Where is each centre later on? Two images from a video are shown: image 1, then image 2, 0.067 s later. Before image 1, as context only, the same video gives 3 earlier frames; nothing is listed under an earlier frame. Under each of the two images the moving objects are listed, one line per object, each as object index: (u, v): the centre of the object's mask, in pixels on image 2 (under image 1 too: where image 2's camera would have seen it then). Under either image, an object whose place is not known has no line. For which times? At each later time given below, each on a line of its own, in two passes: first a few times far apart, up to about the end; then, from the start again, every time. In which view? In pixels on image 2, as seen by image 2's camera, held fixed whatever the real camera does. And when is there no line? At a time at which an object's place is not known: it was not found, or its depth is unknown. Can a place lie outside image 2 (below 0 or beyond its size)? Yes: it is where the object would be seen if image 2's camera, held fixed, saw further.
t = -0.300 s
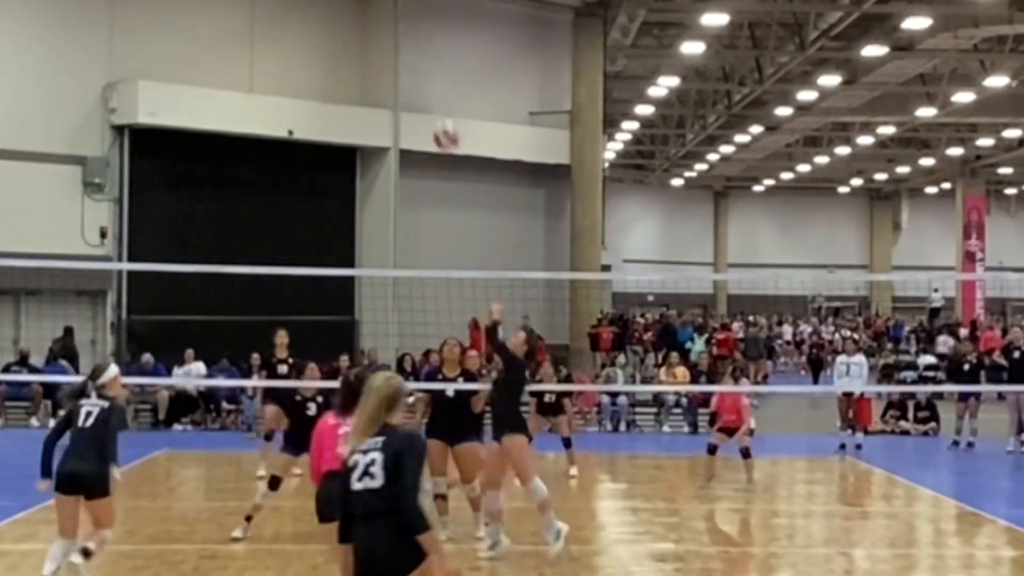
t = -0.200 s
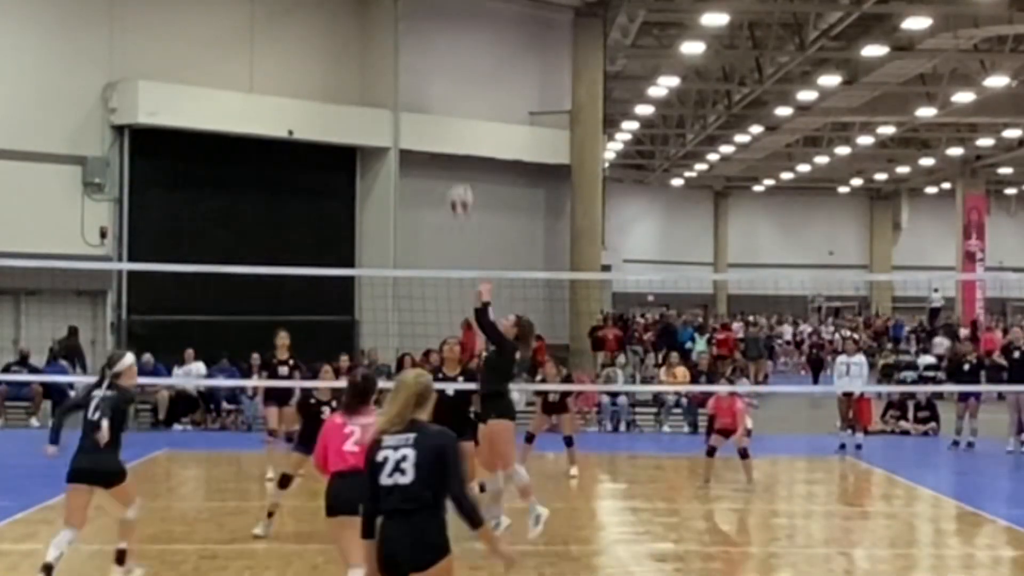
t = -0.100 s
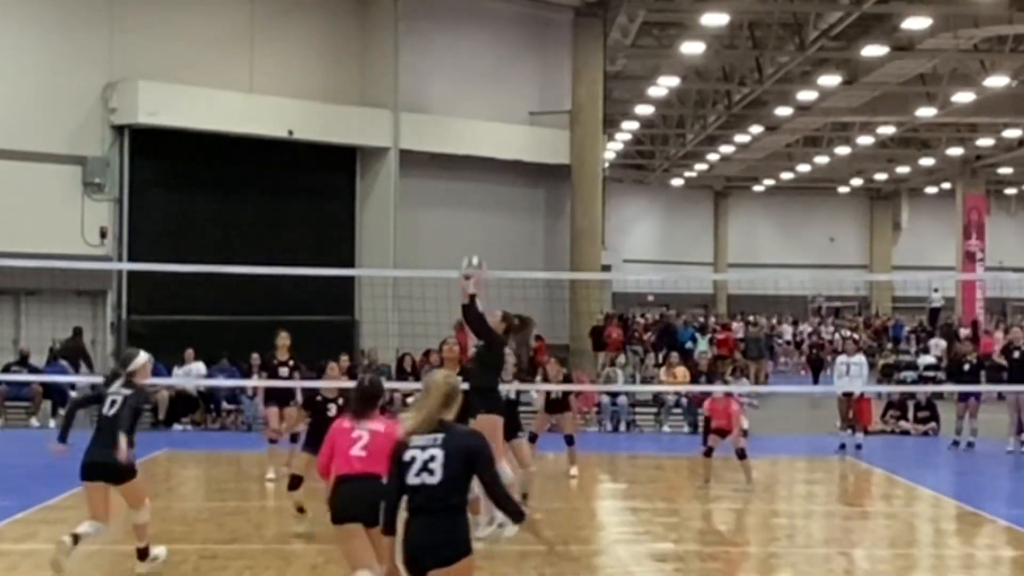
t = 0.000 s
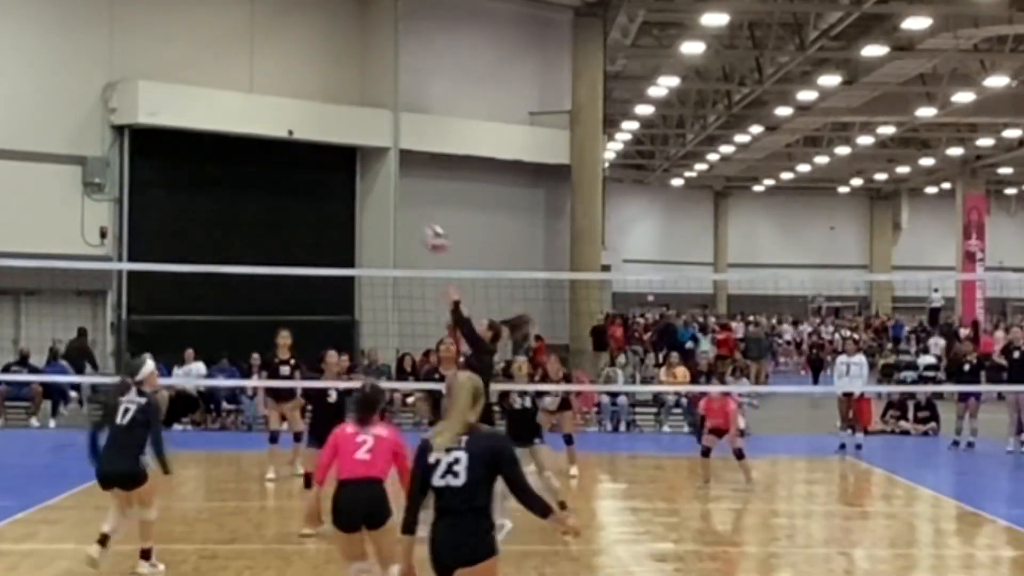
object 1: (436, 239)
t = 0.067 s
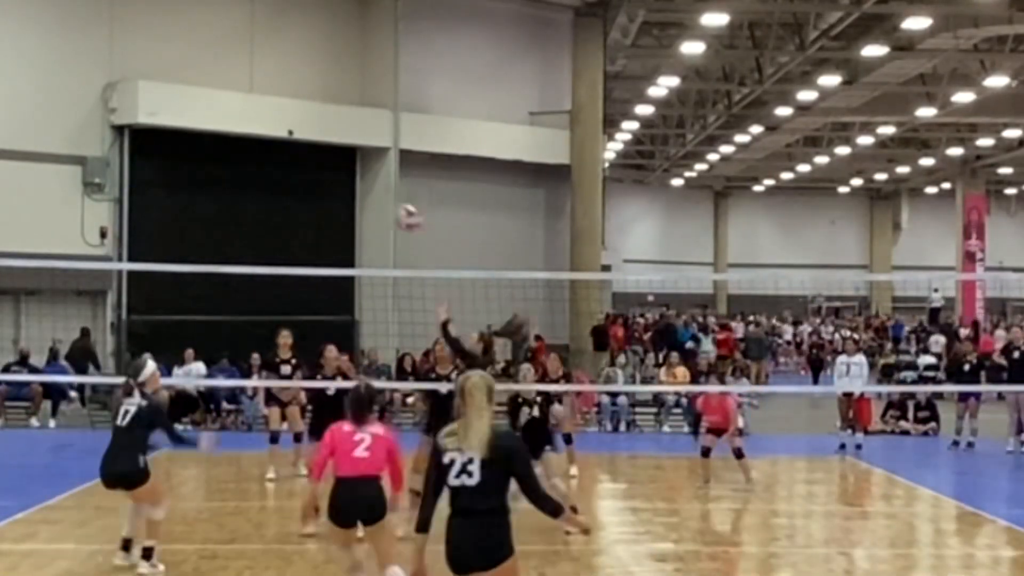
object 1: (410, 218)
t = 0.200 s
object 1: (351, 192)
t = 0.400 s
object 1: (270, 196)
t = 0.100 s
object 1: (395, 210)
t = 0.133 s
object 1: (379, 202)
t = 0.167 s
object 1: (365, 196)
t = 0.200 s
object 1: (351, 192)
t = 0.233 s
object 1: (338, 189)
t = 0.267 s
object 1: (325, 188)
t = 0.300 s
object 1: (311, 188)
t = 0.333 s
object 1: (298, 190)
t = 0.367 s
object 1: (284, 192)
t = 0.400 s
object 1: (270, 196)
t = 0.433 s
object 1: (257, 202)
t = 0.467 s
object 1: (244, 208)
